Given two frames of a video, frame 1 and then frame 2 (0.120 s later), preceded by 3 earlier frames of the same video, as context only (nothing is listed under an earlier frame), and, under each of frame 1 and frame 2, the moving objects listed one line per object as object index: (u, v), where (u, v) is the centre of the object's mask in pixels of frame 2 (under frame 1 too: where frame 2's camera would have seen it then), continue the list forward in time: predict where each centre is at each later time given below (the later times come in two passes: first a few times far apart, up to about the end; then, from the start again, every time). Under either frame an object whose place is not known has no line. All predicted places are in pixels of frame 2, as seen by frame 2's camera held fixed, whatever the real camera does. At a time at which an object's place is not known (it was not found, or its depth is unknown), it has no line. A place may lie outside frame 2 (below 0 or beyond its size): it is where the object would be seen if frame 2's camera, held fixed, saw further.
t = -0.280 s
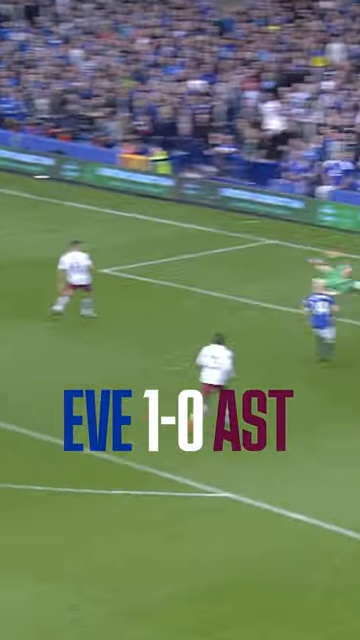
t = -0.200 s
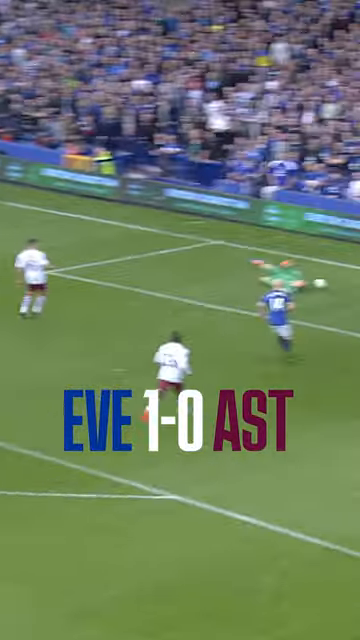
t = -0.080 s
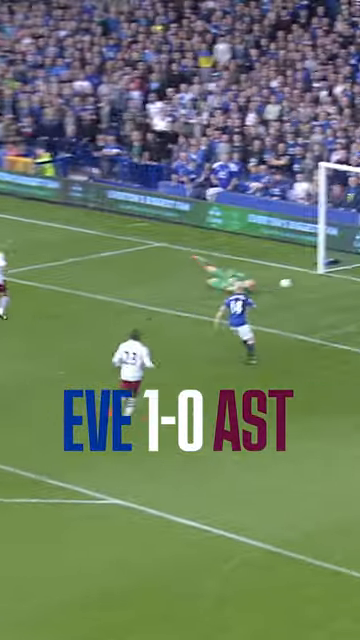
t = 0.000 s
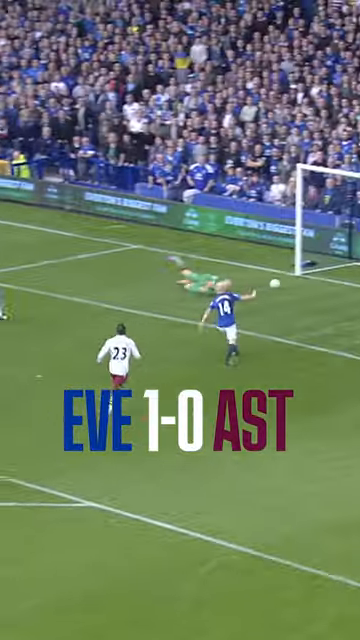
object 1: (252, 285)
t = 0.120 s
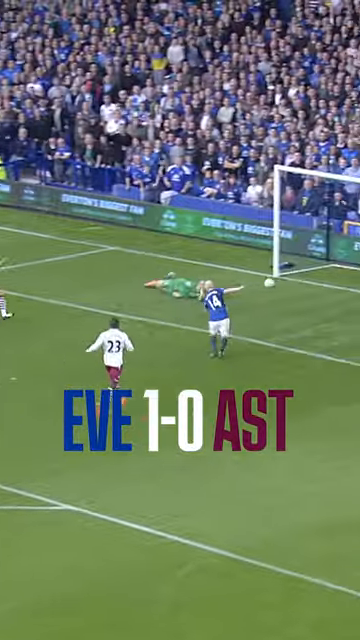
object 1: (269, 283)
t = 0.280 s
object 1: (287, 280)
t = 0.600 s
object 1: (311, 277)
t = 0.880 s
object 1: (326, 275)
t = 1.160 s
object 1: (336, 274)
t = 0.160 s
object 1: (273, 282)
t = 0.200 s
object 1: (279, 282)
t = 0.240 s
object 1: (283, 281)
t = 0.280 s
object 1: (287, 280)
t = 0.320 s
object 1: (290, 280)
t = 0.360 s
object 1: (294, 279)
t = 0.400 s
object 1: (298, 279)
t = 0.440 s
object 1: (301, 278)
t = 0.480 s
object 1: (304, 278)
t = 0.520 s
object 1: (307, 278)
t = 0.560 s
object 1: (309, 277)
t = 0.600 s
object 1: (311, 277)
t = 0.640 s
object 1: (314, 277)
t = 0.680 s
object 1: (316, 277)
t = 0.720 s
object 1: (319, 277)
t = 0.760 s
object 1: (321, 276)
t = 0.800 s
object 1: (323, 277)
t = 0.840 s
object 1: (324, 276)
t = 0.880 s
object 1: (326, 275)
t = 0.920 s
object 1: (328, 275)
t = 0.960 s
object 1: (329, 275)
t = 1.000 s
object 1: (330, 274)
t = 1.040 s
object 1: (332, 274)
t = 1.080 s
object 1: (334, 274)
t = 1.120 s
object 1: (335, 274)
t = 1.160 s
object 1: (336, 274)
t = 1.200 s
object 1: (338, 273)
